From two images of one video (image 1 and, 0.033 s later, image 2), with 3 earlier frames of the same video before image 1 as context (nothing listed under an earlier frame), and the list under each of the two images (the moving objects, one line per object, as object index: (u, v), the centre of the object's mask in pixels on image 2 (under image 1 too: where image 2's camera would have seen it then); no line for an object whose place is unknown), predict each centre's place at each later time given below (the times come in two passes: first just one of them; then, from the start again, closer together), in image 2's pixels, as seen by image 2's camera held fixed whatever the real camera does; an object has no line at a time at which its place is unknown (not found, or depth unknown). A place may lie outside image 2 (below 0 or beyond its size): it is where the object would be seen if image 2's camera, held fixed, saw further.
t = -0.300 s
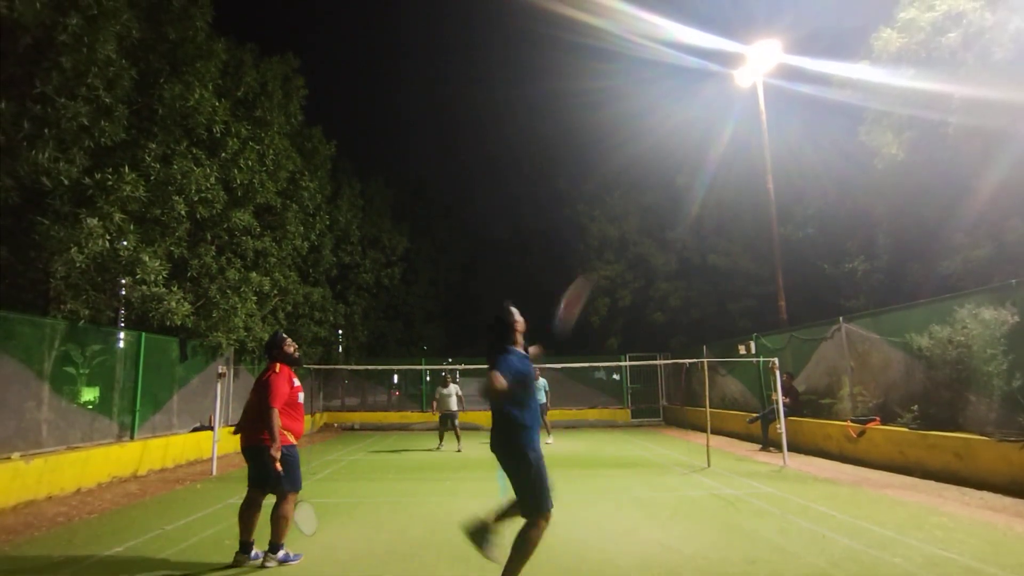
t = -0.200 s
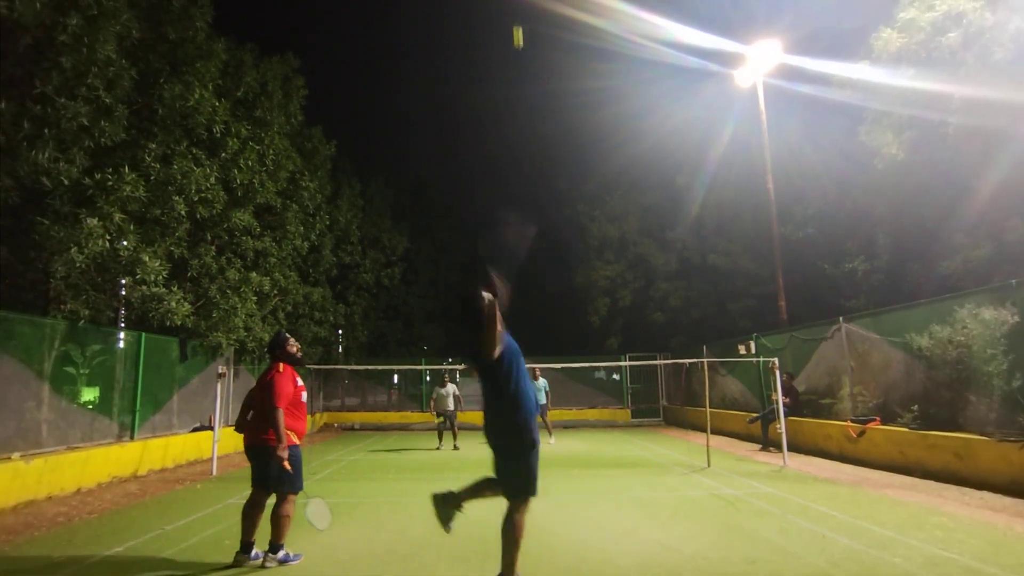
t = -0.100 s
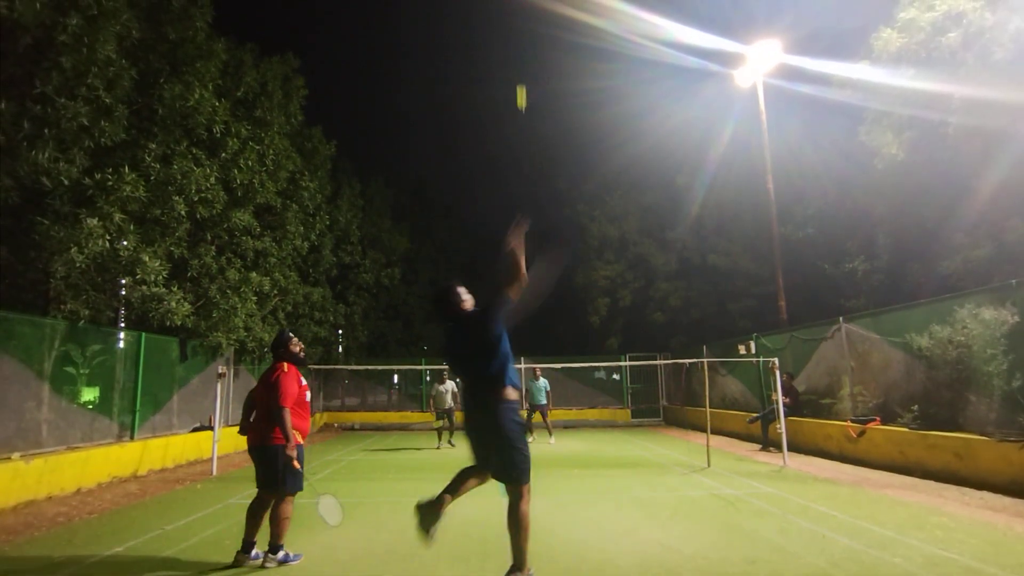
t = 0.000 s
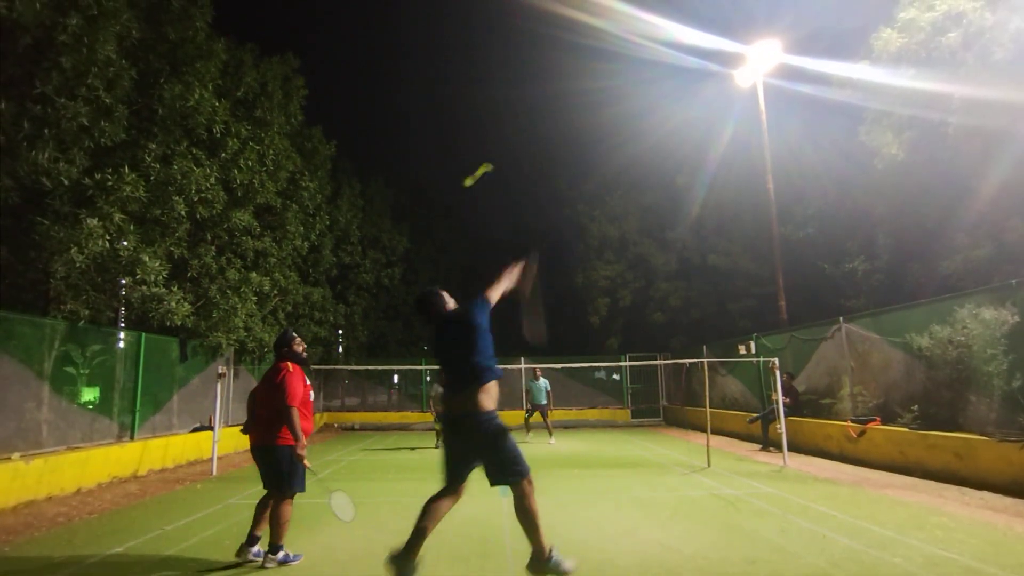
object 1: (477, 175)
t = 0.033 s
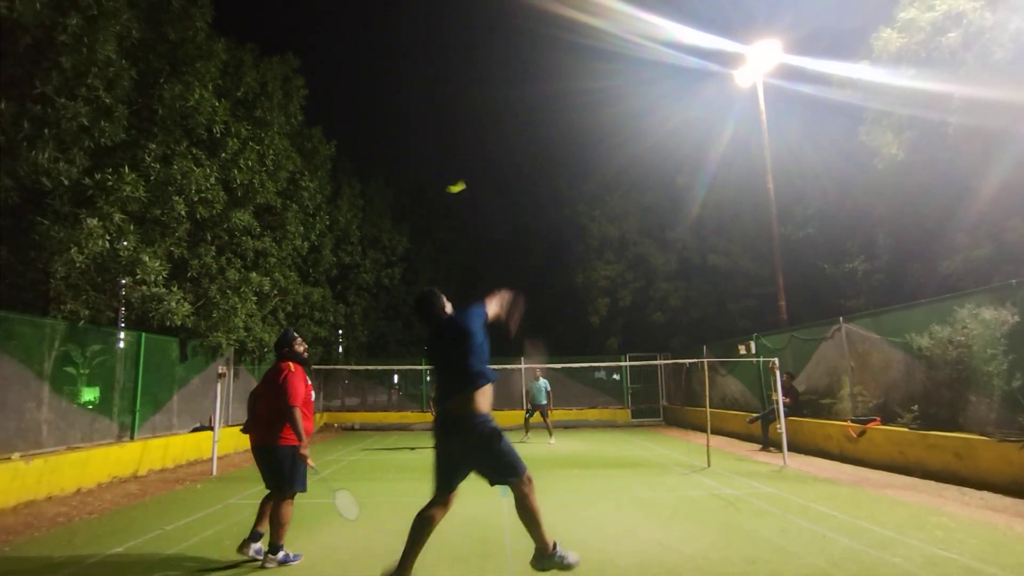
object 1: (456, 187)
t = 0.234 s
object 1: (409, 233)
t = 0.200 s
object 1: (413, 226)
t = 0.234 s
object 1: (409, 233)
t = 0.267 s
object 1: (405, 239)
